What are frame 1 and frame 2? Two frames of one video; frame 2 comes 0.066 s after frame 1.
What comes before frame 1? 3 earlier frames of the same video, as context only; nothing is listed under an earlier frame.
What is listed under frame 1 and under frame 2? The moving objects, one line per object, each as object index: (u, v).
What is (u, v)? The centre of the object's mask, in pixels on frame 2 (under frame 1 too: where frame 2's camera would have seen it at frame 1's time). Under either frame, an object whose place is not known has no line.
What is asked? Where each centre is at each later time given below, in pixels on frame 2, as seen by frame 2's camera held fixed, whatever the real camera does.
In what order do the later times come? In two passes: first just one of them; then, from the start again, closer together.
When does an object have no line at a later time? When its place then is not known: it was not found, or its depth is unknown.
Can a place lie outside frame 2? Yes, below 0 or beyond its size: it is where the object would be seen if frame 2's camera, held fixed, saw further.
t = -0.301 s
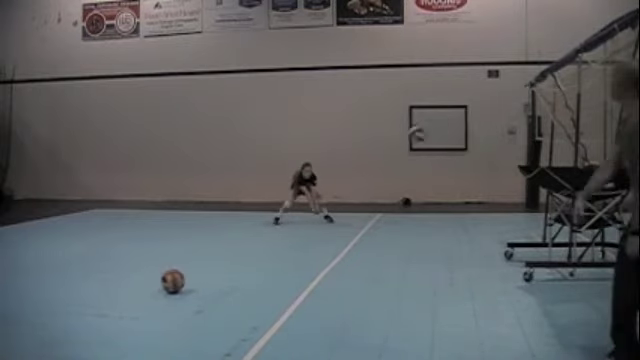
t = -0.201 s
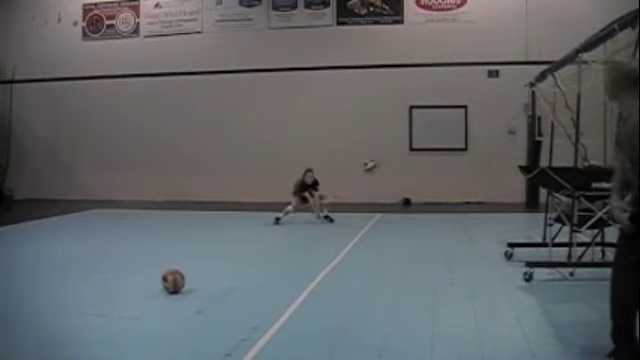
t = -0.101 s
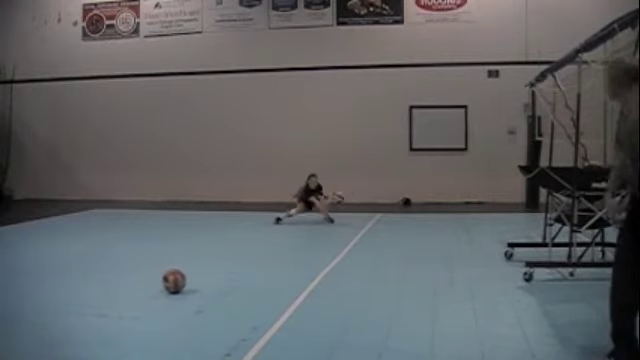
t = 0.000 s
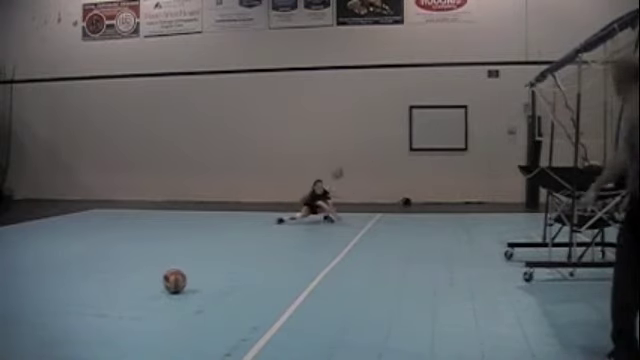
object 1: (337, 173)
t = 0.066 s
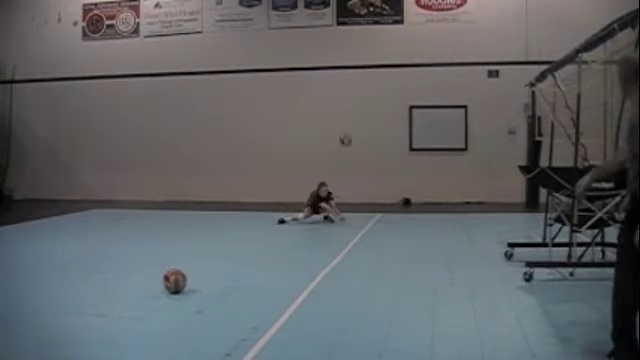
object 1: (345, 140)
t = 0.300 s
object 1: (375, 40)
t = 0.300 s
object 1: (375, 40)
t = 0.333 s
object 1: (379, 28)
